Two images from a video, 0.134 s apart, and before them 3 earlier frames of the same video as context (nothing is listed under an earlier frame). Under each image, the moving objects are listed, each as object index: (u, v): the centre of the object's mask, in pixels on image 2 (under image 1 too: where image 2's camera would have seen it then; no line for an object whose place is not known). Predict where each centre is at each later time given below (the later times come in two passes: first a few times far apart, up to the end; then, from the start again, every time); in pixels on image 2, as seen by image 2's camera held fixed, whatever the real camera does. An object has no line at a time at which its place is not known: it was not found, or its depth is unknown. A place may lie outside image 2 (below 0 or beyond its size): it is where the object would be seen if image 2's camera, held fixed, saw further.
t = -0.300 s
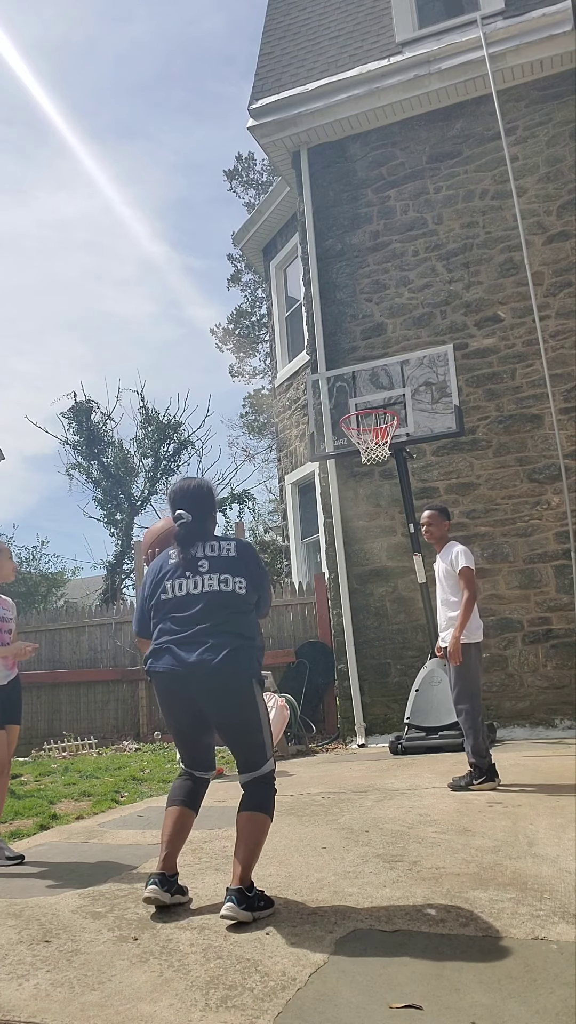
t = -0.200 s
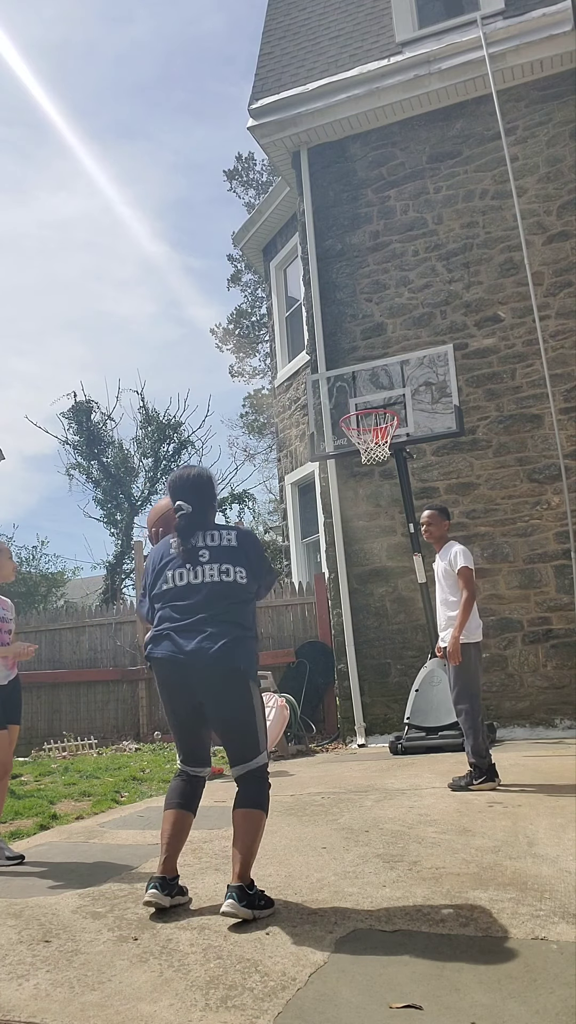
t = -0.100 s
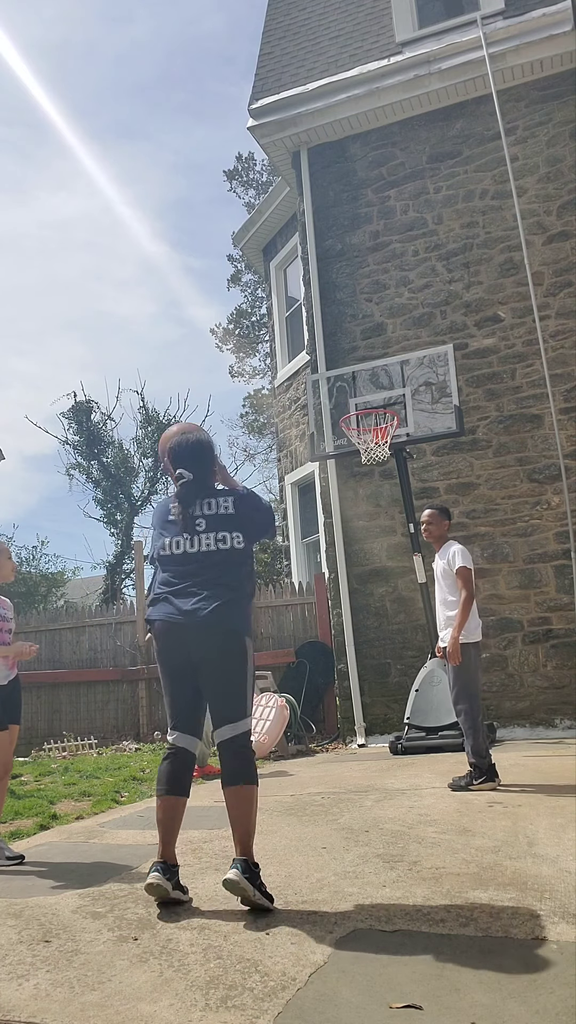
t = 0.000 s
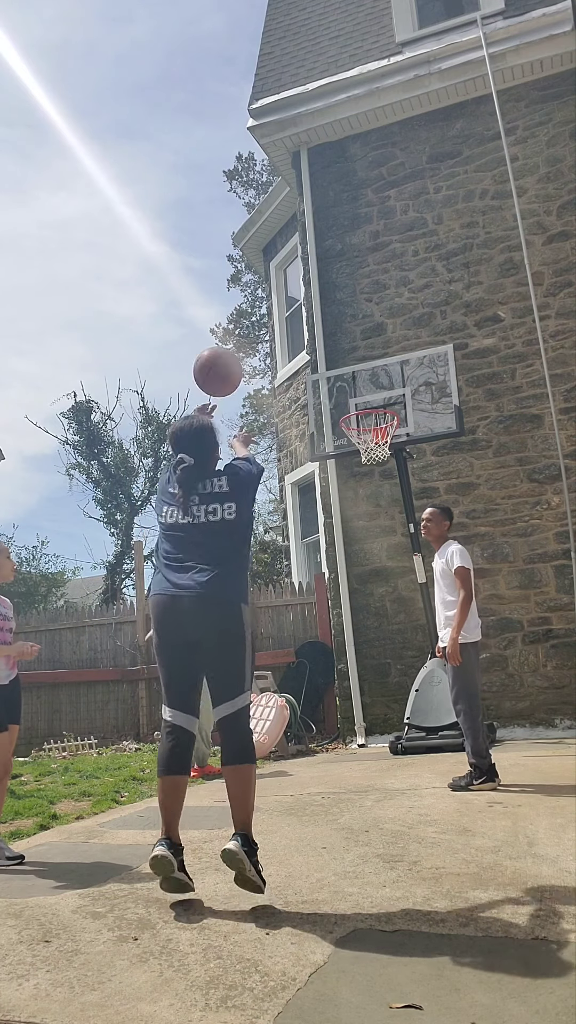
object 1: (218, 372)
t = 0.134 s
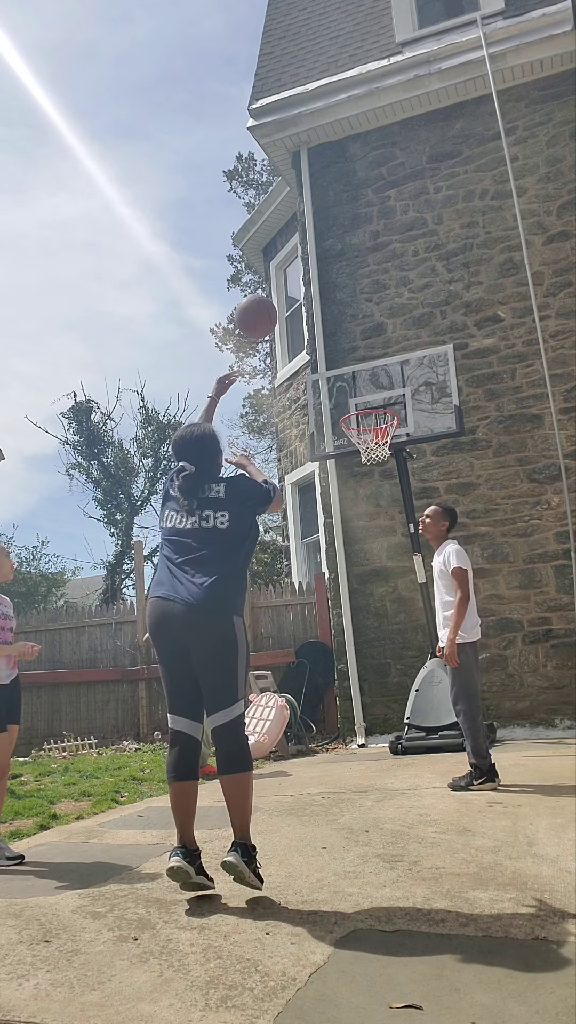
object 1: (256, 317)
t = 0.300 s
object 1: (294, 299)
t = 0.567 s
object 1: (342, 347)
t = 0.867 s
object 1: (365, 379)
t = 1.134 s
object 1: (352, 319)
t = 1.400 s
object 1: (344, 339)
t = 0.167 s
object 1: (264, 310)
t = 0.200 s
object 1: (272, 304)
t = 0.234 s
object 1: (280, 301)
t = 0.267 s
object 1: (288, 299)
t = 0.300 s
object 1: (294, 299)
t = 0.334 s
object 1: (301, 301)
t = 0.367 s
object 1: (308, 304)
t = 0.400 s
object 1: (314, 309)
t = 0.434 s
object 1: (320, 314)
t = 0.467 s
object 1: (325, 321)
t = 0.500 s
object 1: (331, 329)
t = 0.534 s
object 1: (336, 338)
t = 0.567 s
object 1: (342, 347)
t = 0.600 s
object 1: (347, 358)
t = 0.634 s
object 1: (352, 369)
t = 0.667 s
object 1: (357, 381)
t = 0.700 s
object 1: (362, 394)
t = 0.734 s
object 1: (367, 402)
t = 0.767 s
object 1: (372, 418)
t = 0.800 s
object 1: (369, 401)
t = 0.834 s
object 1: (367, 391)
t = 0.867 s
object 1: (365, 379)
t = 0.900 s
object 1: (364, 368)
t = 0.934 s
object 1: (361, 357)
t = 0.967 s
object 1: (360, 348)
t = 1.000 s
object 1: (358, 340)
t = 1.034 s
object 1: (357, 333)
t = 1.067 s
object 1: (355, 326)
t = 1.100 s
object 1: (354, 322)
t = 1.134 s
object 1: (352, 319)
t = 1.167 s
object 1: (351, 316)
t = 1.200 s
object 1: (350, 315)
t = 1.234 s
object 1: (349, 315)
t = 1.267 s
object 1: (348, 316)
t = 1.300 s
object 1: (346, 320)
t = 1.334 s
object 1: (345, 324)
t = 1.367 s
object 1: (344, 331)
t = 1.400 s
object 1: (344, 339)
